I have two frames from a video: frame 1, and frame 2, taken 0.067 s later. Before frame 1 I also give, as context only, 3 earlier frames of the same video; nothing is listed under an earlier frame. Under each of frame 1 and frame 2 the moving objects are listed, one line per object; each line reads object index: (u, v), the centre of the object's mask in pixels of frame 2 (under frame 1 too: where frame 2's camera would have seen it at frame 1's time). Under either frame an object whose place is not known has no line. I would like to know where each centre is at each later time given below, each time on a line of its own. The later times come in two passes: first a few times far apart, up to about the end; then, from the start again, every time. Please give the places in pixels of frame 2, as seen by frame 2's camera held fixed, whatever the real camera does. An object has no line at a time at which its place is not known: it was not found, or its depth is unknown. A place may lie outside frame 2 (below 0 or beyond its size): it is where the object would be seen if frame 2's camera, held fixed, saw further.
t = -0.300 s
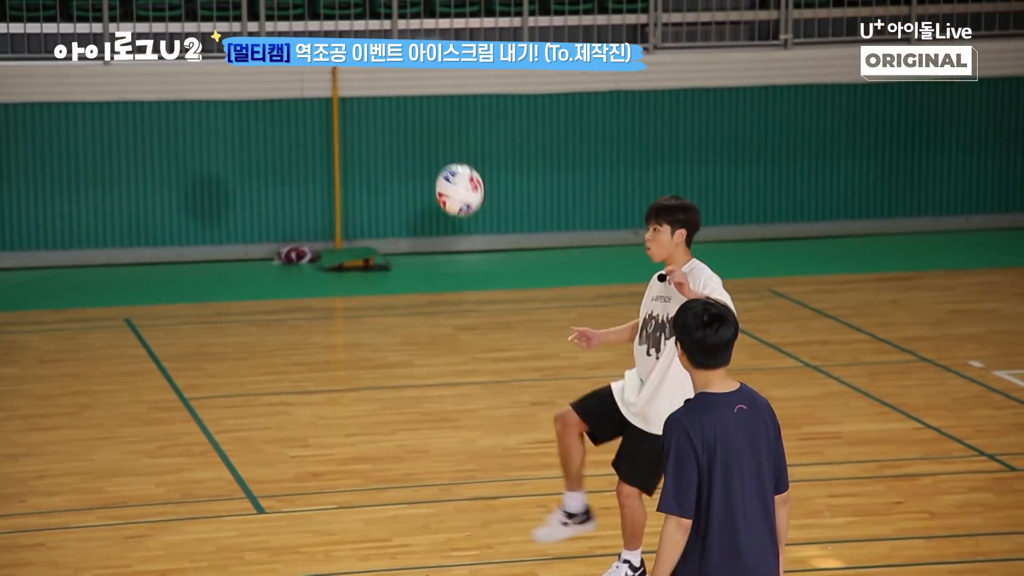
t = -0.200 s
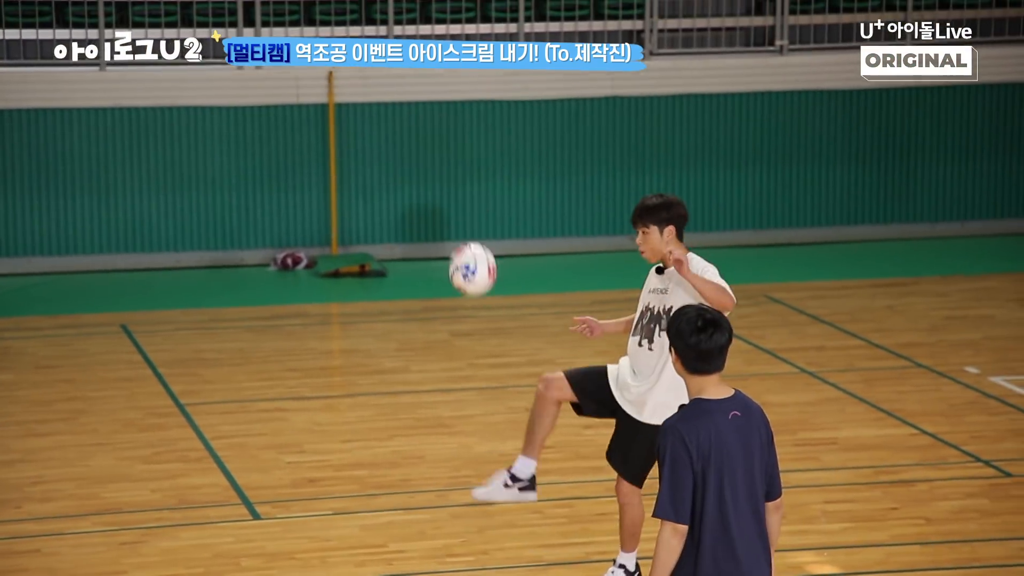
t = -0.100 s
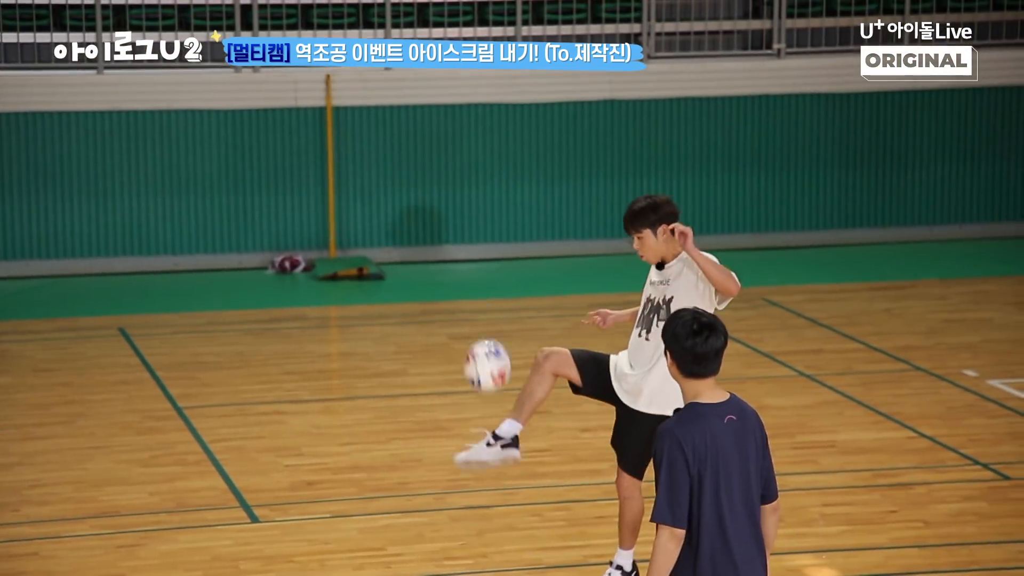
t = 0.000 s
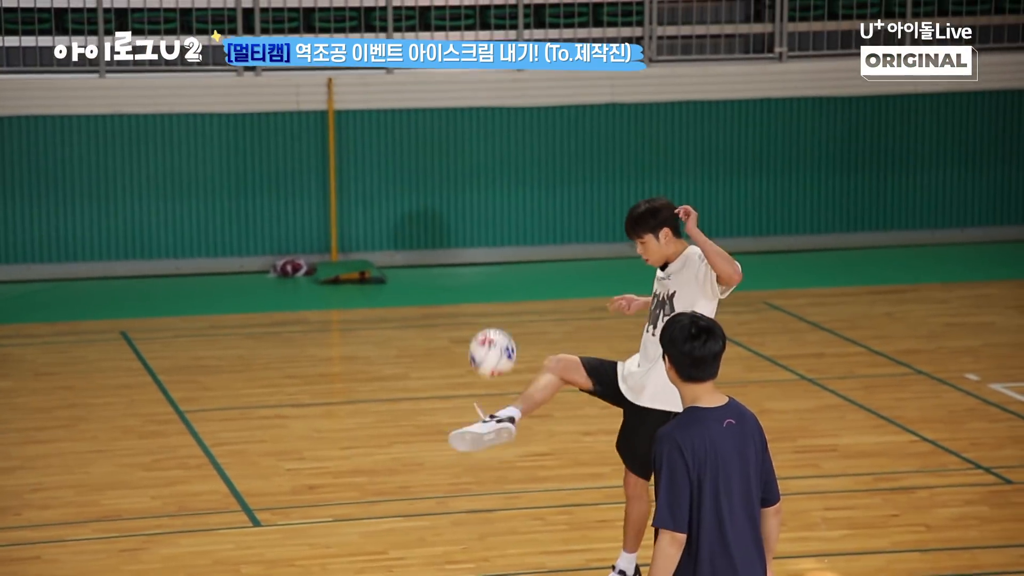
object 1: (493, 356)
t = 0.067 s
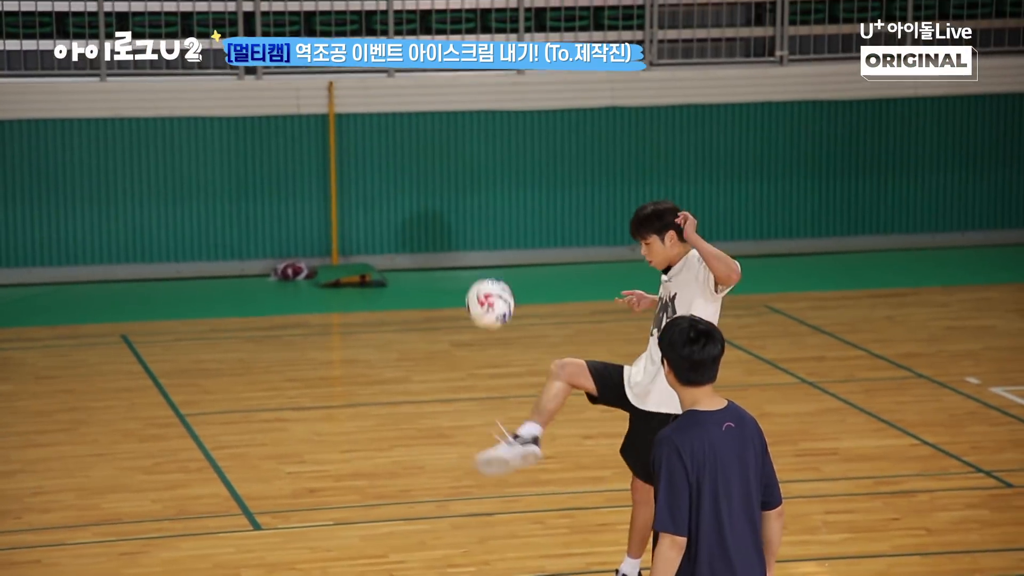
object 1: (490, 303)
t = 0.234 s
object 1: (481, 206)
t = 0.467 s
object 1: (471, 174)
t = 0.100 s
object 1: (488, 279)
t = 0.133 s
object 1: (487, 258)
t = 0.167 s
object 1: (485, 238)
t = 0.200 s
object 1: (483, 221)
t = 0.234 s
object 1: (481, 206)
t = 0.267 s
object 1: (480, 193)
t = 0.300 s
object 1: (478, 183)
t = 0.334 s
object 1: (477, 175)
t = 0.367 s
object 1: (476, 171)
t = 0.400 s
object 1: (474, 169)
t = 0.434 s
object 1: (472, 170)
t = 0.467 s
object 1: (471, 174)
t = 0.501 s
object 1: (470, 181)
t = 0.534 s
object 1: (469, 190)
